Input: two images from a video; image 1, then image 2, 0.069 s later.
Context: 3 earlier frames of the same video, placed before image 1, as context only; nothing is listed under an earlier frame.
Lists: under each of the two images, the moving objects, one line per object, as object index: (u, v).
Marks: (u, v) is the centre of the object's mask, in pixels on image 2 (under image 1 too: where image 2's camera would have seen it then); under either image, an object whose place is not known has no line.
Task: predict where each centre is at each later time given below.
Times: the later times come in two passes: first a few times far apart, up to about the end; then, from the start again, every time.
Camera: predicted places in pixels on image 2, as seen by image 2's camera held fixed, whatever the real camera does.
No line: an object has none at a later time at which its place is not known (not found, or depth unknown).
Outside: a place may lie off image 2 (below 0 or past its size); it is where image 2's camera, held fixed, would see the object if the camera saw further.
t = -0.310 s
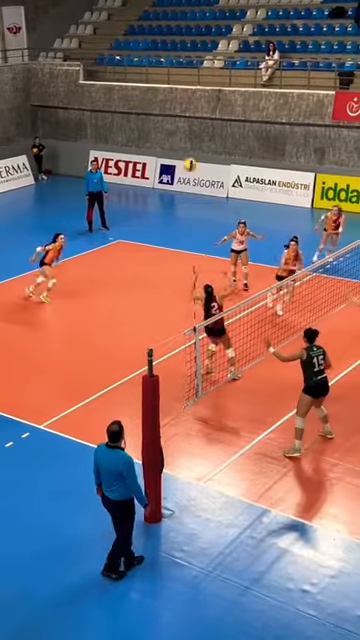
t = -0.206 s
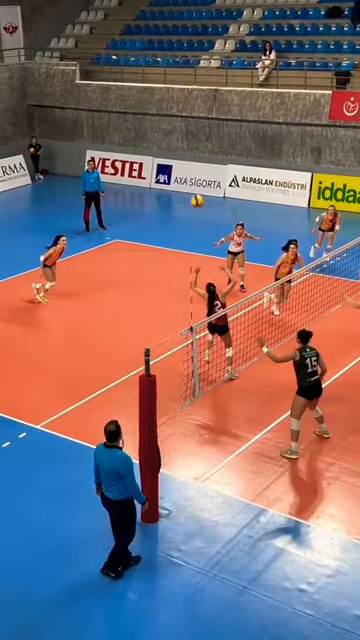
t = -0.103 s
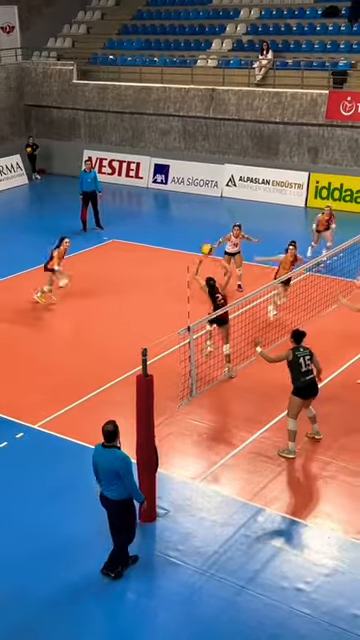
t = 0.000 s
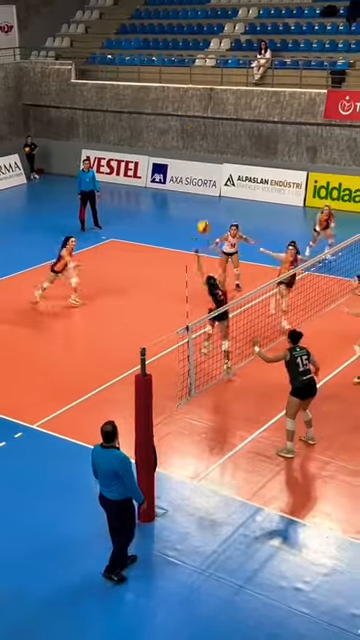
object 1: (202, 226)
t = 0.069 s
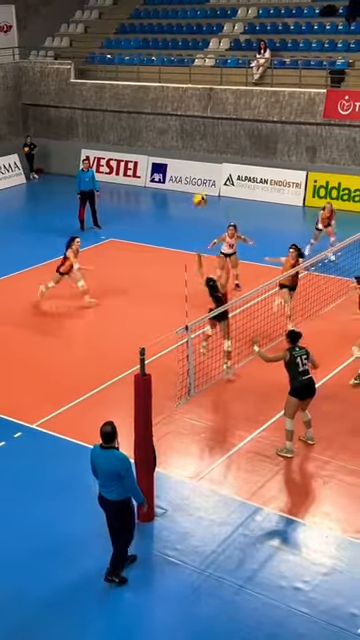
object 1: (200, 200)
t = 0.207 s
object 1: (193, 152)
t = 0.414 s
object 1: (185, 94)
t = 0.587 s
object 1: (180, 74)
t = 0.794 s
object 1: (173, 74)
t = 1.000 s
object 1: (166, 107)
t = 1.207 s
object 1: (161, 166)
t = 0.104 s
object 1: (197, 186)
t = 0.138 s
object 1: (196, 175)
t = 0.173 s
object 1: (195, 162)
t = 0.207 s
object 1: (193, 152)
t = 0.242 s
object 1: (192, 140)
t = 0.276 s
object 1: (191, 132)
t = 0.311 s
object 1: (190, 122)
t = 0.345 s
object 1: (189, 114)
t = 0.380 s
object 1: (187, 105)
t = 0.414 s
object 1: (185, 94)
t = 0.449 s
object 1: (184, 89)
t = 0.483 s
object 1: (183, 84)
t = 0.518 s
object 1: (182, 80)
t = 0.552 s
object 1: (181, 77)
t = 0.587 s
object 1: (180, 74)
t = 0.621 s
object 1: (178, 72)
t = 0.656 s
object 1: (177, 71)
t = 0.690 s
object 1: (175, 71)
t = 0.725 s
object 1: (175, 71)
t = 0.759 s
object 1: (174, 72)
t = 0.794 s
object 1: (173, 74)
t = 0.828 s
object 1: (172, 76)
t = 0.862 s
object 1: (171, 80)
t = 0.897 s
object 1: (169, 87)
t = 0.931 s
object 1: (168, 92)
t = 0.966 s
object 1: (167, 99)
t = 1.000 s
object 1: (166, 107)
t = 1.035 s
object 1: (165, 115)
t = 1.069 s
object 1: (163, 123)
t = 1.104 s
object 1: (162, 132)
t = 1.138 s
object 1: (161, 142)
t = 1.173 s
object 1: (161, 153)
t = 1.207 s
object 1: (161, 166)
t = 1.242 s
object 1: (160, 179)
